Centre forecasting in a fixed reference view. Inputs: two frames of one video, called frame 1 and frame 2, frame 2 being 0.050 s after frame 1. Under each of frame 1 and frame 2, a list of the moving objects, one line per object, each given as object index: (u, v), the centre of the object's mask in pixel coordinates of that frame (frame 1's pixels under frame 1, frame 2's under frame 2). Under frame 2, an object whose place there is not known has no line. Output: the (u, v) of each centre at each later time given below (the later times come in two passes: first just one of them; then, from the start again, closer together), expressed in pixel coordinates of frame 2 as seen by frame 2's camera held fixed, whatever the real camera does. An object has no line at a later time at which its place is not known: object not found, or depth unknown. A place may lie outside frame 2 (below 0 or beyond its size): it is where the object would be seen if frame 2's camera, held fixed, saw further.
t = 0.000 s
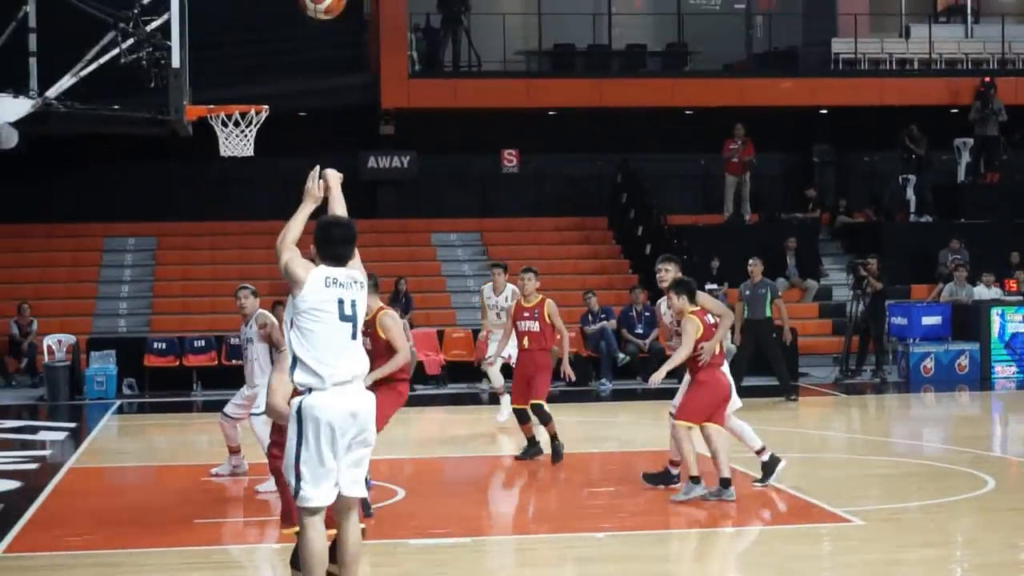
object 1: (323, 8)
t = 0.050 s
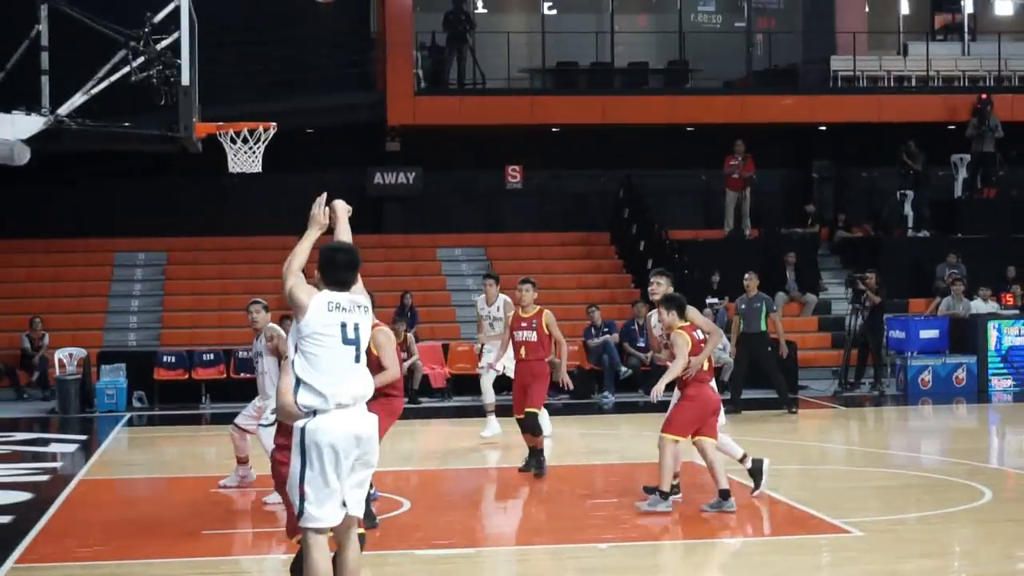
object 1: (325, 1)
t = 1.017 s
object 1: (255, 106)
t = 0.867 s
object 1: (267, 60)
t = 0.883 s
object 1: (268, 73)
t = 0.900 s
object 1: (267, 80)
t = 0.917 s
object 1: (267, 92)
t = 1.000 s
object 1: (259, 107)
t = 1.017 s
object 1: (255, 106)
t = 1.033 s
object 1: (252, 107)
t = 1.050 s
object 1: (251, 108)
